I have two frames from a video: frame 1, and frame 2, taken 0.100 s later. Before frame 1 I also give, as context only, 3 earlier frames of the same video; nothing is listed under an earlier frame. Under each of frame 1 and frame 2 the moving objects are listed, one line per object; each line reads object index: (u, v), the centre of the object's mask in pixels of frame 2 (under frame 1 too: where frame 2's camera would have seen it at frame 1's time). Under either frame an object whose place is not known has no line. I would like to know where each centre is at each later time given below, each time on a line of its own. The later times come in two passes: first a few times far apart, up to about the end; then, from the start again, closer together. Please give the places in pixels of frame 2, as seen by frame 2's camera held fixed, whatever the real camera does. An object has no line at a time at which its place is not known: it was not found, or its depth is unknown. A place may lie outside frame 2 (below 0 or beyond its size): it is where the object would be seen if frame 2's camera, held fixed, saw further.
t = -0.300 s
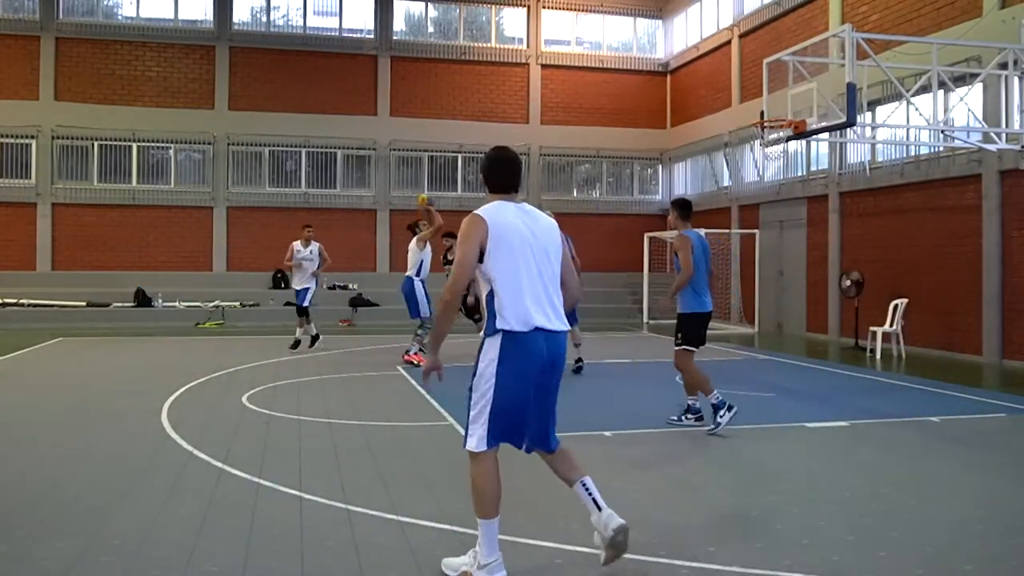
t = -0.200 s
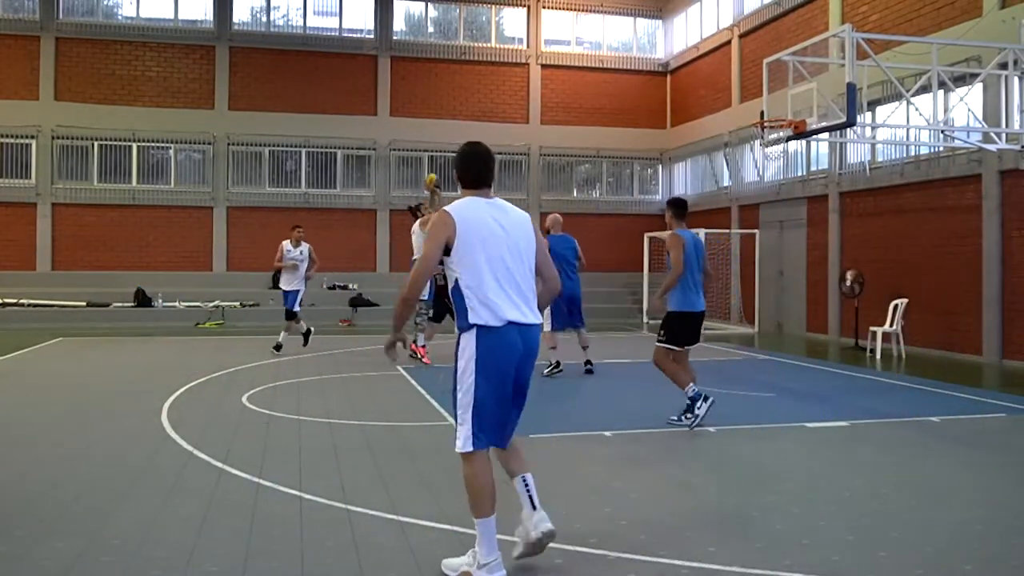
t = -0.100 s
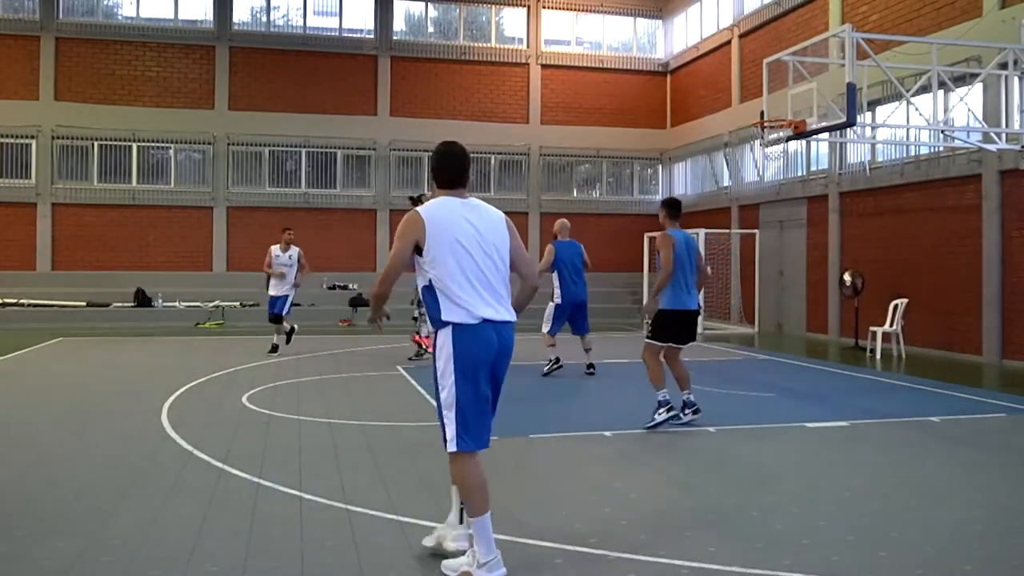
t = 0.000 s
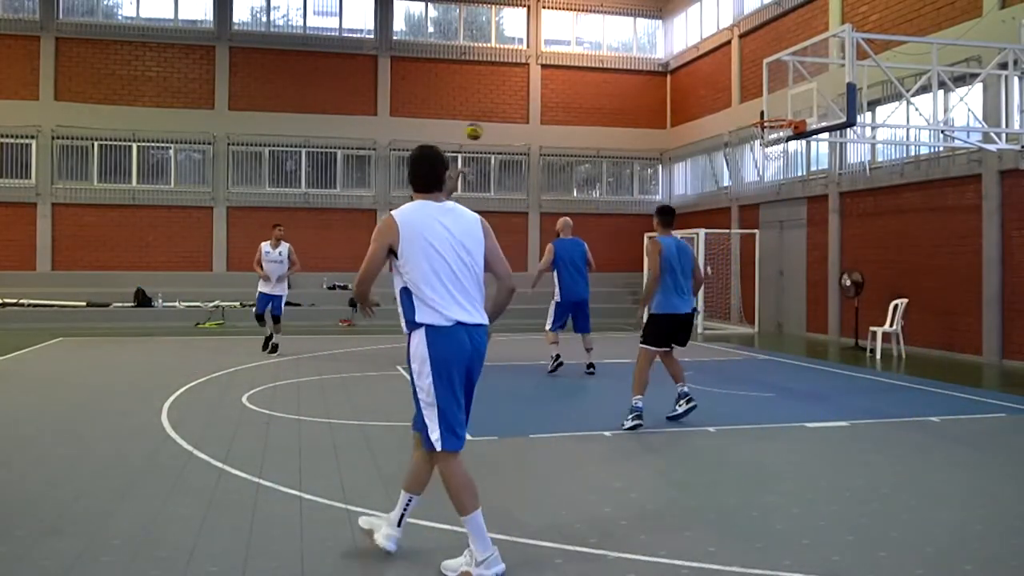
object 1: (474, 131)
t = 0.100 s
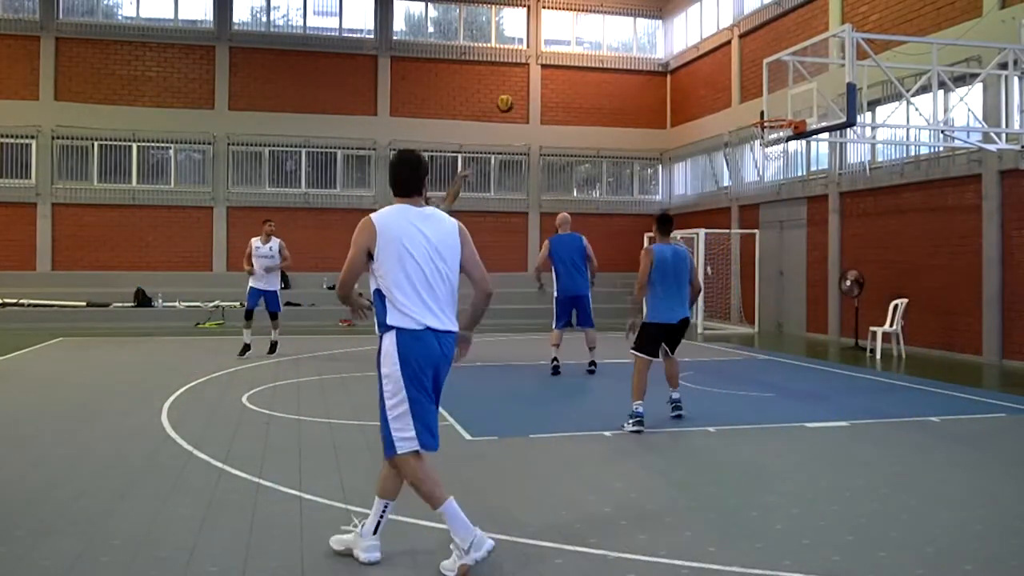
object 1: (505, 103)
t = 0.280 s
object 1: (562, 72)
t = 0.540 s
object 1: (649, 67)
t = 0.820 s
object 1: (745, 119)
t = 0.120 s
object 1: (511, 99)
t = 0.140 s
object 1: (517, 94)
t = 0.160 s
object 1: (523, 90)
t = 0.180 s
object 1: (530, 86)
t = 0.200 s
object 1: (537, 84)
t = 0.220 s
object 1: (543, 80)
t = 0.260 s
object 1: (557, 74)
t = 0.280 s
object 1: (562, 72)
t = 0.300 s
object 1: (569, 70)
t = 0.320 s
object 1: (575, 68)
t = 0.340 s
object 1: (582, 66)
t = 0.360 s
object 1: (587, 65)
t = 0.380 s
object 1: (595, 64)
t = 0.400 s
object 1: (602, 63)
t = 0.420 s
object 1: (610, 62)
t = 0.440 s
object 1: (616, 62)
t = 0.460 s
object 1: (623, 62)
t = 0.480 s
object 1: (629, 63)
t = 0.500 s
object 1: (636, 64)
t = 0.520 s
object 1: (643, 64)
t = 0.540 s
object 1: (649, 67)
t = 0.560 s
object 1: (658, 68)
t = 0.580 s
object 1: (665, 71)
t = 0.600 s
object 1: (671, 73)
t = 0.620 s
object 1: (679, 75)
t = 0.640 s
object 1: (687, 79)
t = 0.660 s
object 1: (693, 83)
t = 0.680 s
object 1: (701, 88)
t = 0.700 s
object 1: (709, 91)
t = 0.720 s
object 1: (716, 95)
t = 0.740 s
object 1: (724, 100)
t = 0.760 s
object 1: (730, 106)
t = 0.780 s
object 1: (738, 111)
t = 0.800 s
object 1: (745, 118)
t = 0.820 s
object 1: (745, 119)
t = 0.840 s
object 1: (739, 116)
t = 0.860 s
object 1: (733, 113)
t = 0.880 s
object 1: (727, 111)
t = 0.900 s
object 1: (721, 109)
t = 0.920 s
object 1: (715, 107)
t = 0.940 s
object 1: (709, 106)
